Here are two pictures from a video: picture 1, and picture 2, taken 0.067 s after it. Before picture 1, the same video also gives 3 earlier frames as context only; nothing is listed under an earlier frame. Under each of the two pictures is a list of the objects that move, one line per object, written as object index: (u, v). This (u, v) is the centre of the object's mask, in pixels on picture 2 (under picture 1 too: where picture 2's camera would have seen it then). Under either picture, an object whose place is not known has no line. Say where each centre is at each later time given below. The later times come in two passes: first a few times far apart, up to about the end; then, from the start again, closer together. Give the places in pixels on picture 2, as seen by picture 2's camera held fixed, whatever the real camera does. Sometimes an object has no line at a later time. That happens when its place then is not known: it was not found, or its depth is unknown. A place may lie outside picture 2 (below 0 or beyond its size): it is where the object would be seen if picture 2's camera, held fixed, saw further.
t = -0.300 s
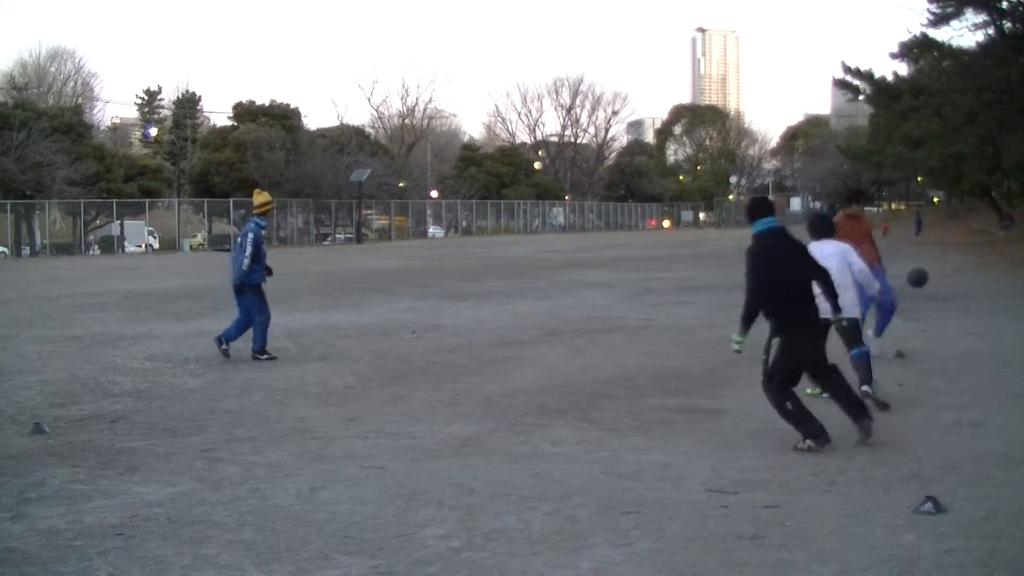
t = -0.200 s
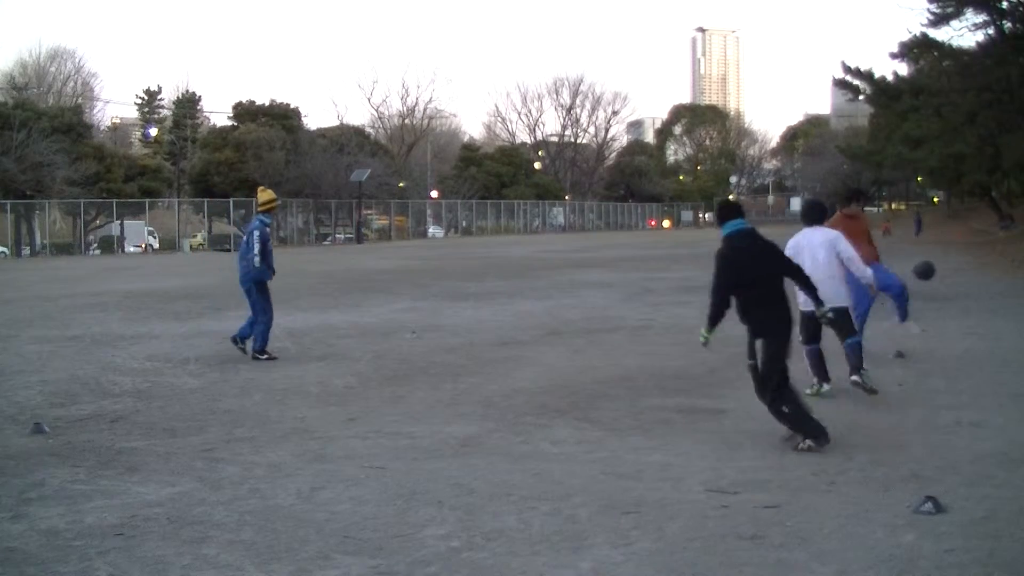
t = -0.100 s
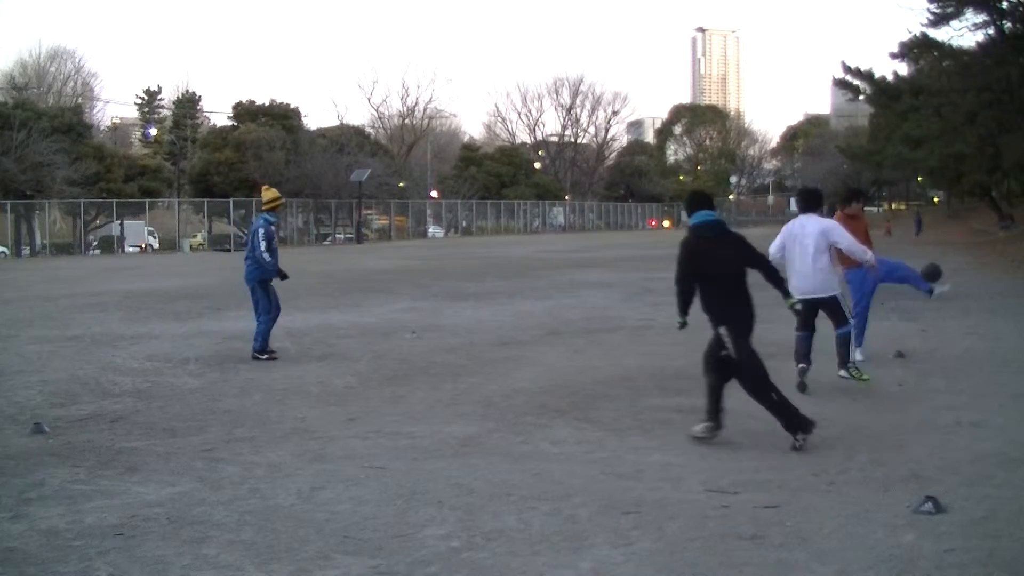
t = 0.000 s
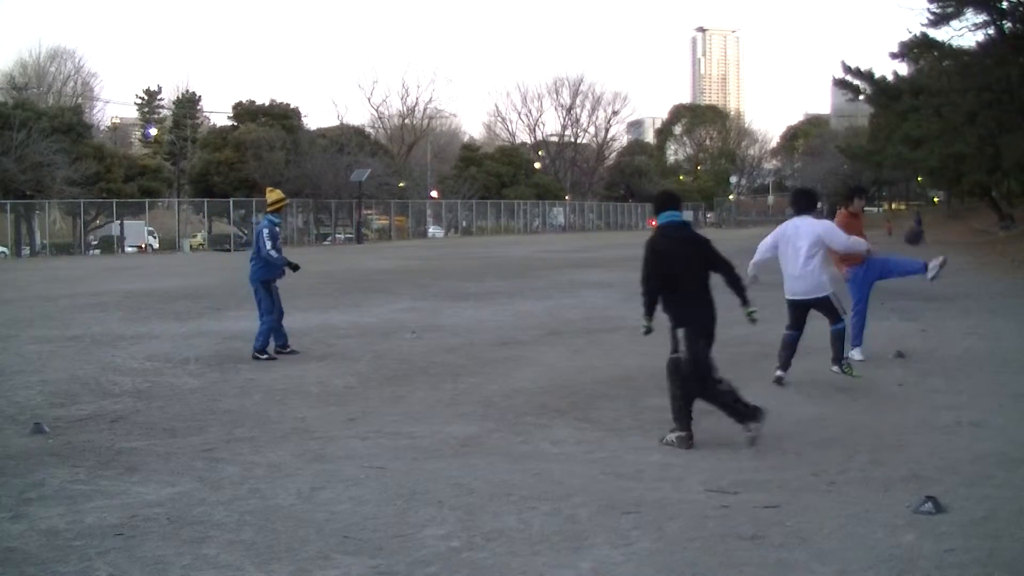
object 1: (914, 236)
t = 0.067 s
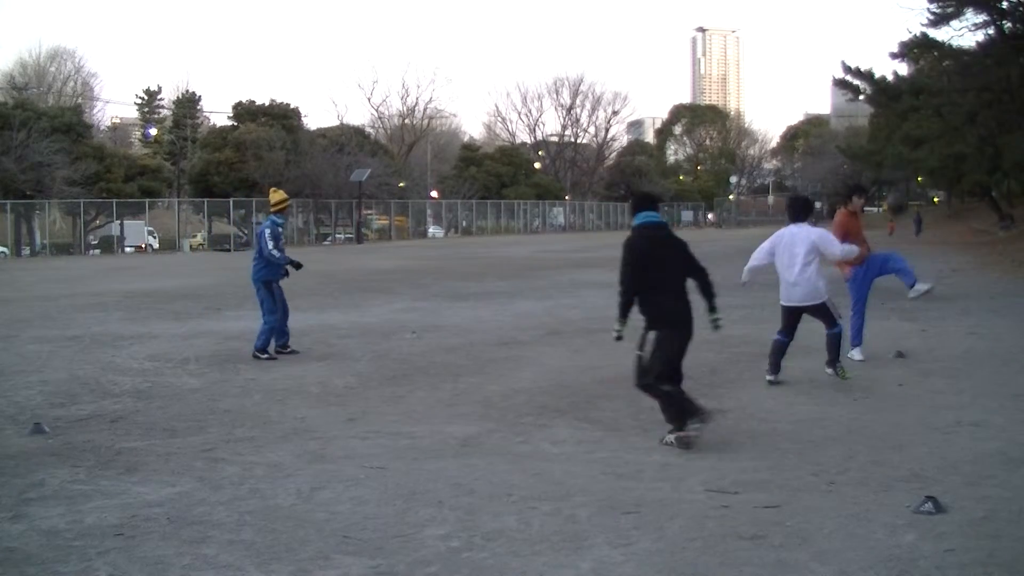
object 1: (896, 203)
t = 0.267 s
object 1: (842, 140)
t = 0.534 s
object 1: (751, 113)
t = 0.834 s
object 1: (634, 194)
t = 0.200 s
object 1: (860, 156)
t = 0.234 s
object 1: (851, 145)
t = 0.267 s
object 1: (842, 140)
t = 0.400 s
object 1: (798, 116)
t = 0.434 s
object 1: (786, 112)
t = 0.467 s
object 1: (775, 111)
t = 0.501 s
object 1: (763, 111)
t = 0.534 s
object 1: (751, 113)
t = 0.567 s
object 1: (740, 116)
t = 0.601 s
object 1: (728, 120)
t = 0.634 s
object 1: (715, 125)
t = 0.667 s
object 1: (702, 133)
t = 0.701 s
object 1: (690, 142)
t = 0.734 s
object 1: (675, 151)
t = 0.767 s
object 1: (661, 166)
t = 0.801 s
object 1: (645, 180)
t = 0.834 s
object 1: (634, 194)
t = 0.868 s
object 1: (619, 215)
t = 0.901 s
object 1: (604, 236)
